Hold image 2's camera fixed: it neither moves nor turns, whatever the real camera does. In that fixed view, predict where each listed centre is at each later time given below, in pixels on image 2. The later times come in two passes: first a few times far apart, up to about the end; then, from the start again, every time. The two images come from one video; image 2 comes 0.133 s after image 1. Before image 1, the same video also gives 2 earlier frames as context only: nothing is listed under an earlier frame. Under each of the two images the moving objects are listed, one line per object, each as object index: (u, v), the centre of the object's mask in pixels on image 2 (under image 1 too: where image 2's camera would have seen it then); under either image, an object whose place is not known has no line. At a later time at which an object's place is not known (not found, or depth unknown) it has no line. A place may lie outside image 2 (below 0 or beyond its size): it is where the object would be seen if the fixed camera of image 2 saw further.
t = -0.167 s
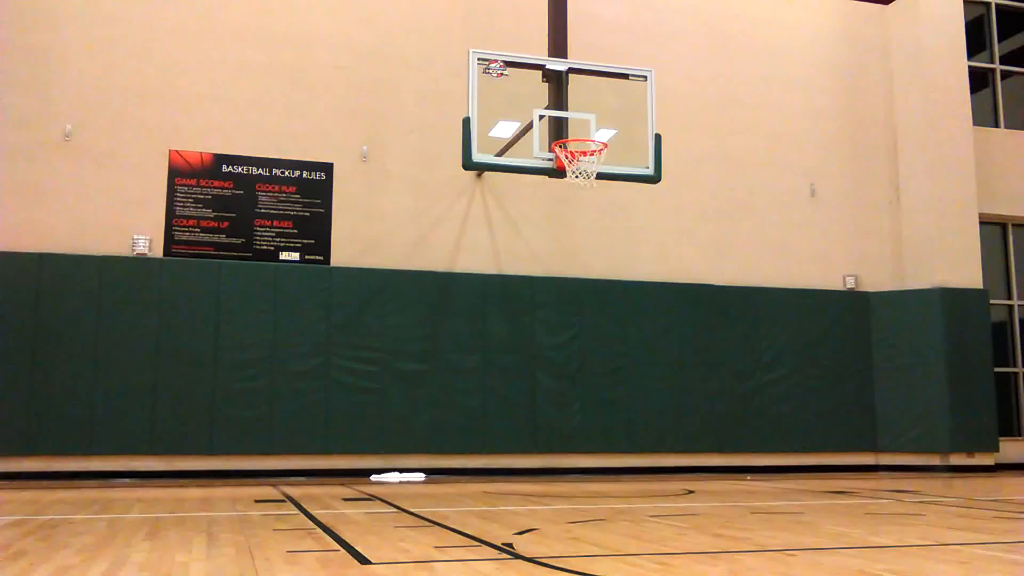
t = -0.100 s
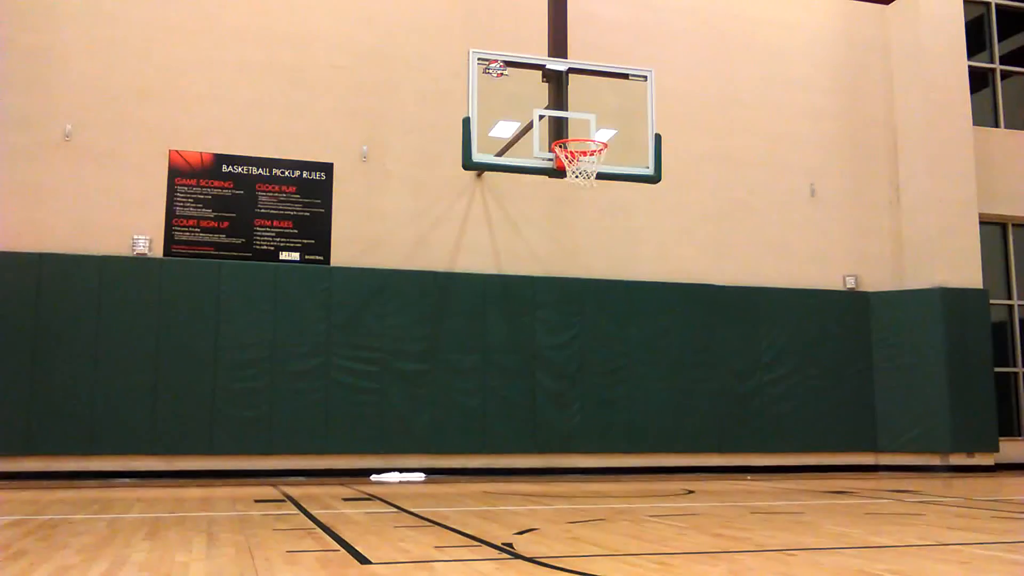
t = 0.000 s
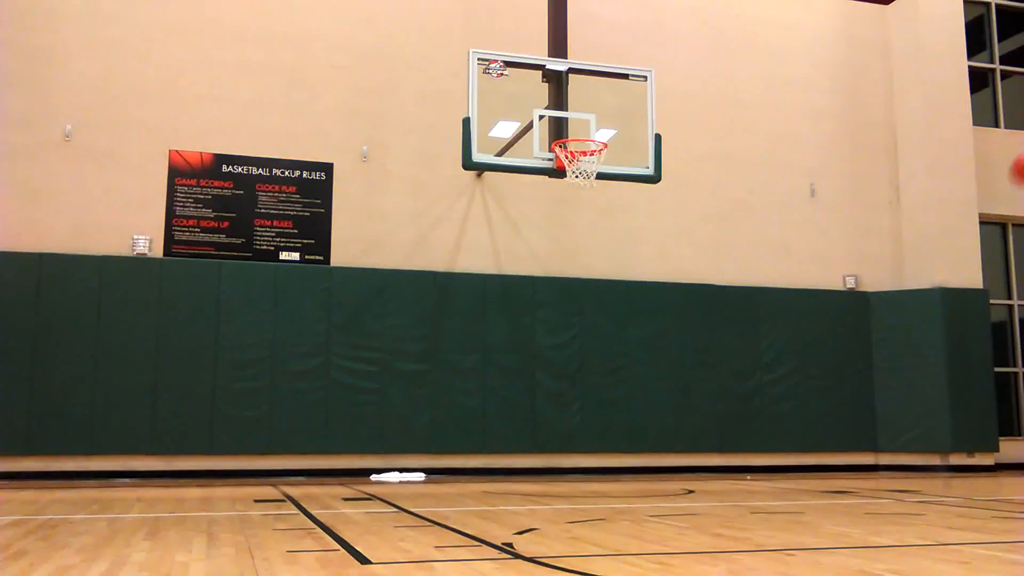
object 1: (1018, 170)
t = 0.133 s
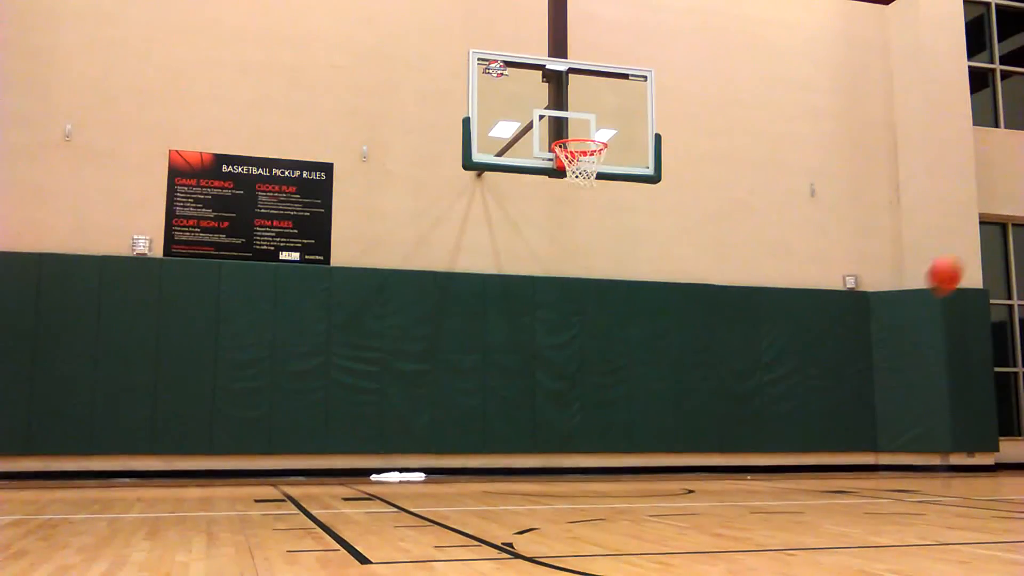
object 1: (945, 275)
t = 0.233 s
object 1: (883, 370)
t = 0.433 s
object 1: (797, 416)
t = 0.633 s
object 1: (753, 303)
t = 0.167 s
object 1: (924, 306)
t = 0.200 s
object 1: (904, 336)
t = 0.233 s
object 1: (883, 370)
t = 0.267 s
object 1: (863, 405)
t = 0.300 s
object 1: (843, 439)
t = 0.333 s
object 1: (822, 479)
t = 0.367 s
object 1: (812, 464)
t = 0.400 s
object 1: (804, 438)
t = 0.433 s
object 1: (797, 416)
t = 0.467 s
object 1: (789, 393)
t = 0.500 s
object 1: (782, 372)
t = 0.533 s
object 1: (775, 353)
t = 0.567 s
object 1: (767, 334)
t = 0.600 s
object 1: (760, 318)
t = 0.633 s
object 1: (753, 303)
